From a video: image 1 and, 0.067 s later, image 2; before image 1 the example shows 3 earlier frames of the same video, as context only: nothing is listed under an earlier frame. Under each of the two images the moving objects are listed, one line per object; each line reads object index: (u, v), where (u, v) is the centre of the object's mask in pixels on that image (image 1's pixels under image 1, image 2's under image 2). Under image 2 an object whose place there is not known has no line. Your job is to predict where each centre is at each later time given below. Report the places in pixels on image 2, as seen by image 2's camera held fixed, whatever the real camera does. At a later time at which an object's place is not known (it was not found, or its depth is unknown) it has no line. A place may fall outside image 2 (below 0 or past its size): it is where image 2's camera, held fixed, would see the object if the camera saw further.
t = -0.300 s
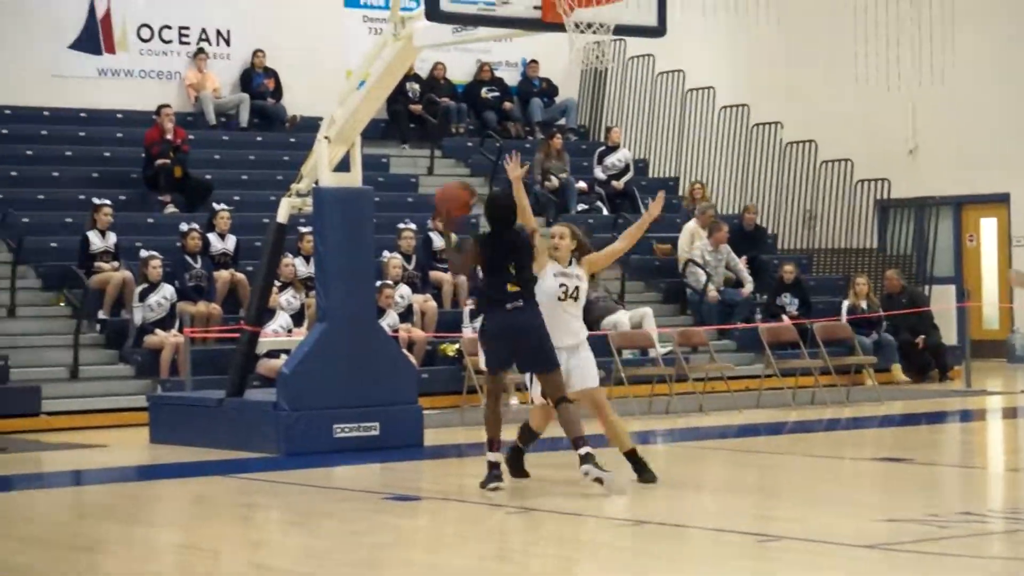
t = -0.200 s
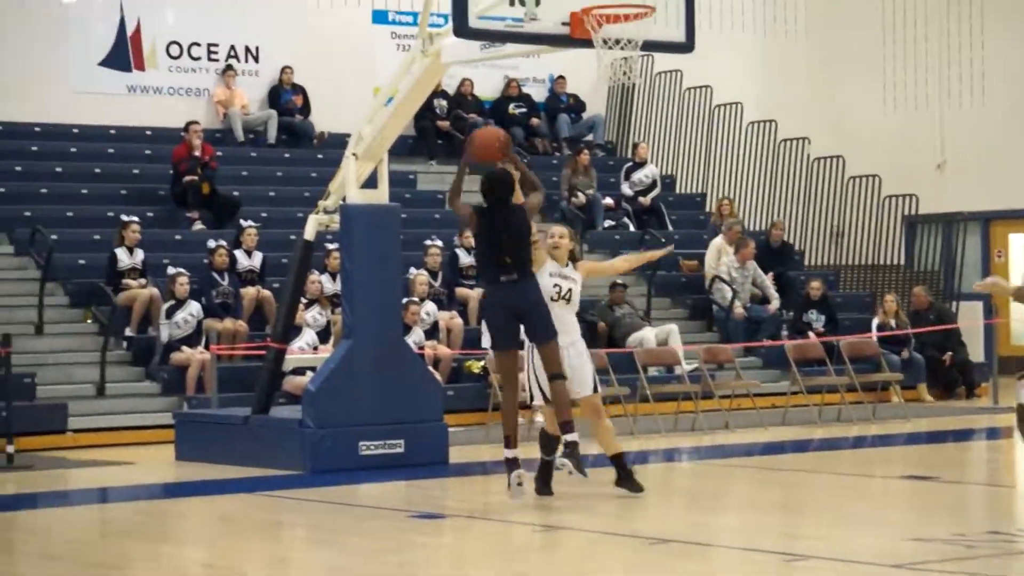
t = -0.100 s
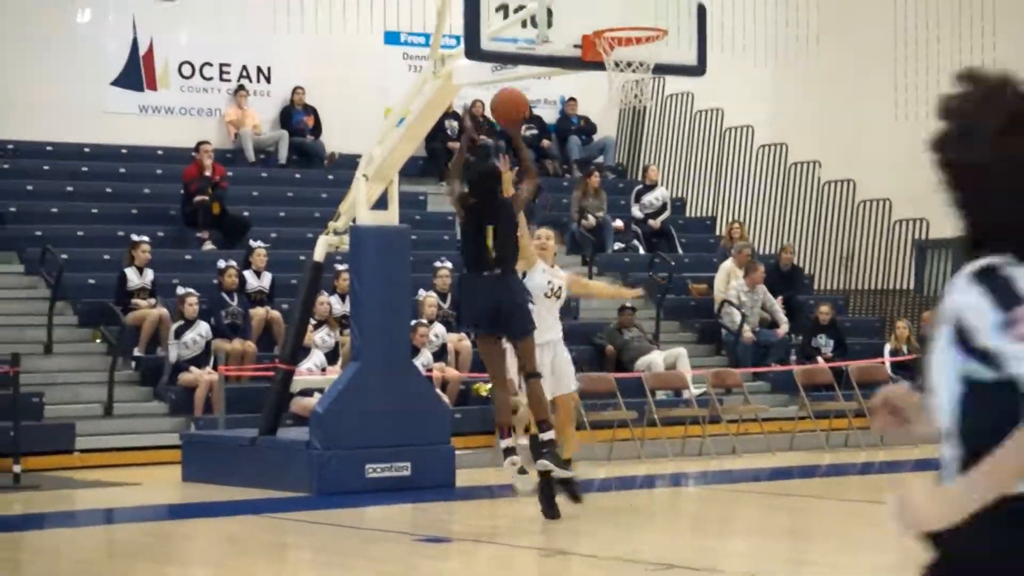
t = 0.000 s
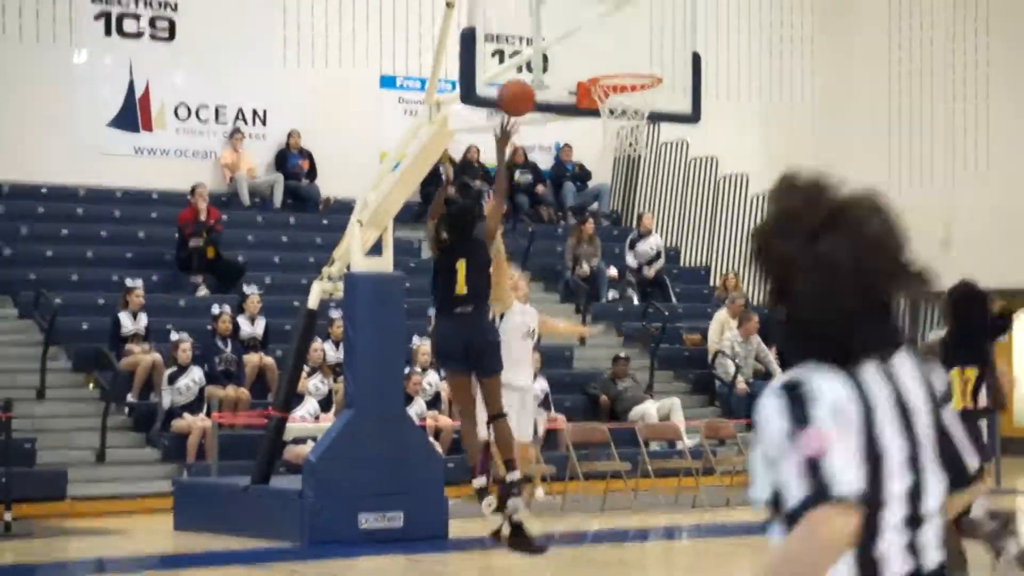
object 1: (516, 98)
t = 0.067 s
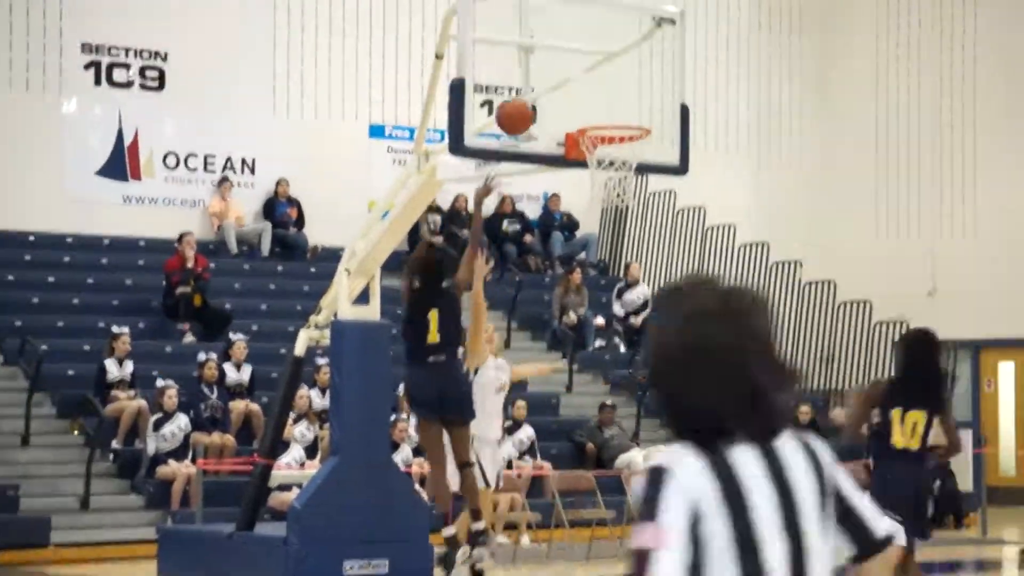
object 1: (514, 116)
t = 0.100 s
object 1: (520, 105)
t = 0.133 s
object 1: (525, 93)
